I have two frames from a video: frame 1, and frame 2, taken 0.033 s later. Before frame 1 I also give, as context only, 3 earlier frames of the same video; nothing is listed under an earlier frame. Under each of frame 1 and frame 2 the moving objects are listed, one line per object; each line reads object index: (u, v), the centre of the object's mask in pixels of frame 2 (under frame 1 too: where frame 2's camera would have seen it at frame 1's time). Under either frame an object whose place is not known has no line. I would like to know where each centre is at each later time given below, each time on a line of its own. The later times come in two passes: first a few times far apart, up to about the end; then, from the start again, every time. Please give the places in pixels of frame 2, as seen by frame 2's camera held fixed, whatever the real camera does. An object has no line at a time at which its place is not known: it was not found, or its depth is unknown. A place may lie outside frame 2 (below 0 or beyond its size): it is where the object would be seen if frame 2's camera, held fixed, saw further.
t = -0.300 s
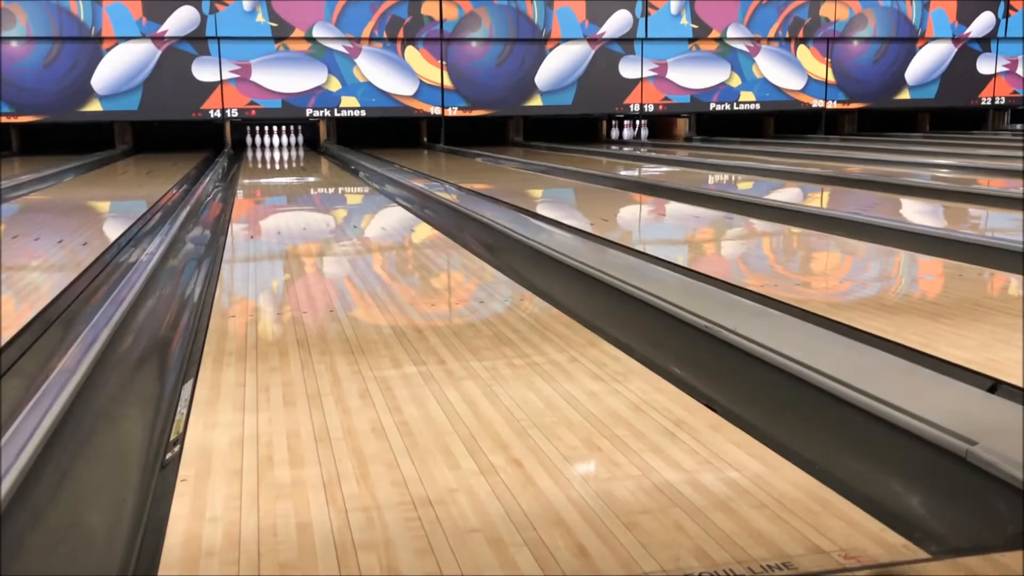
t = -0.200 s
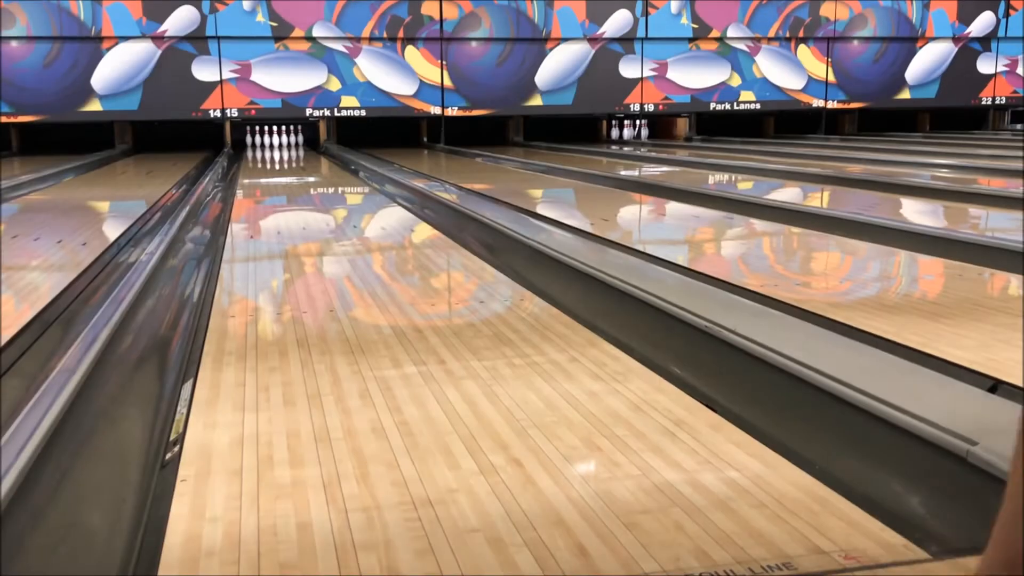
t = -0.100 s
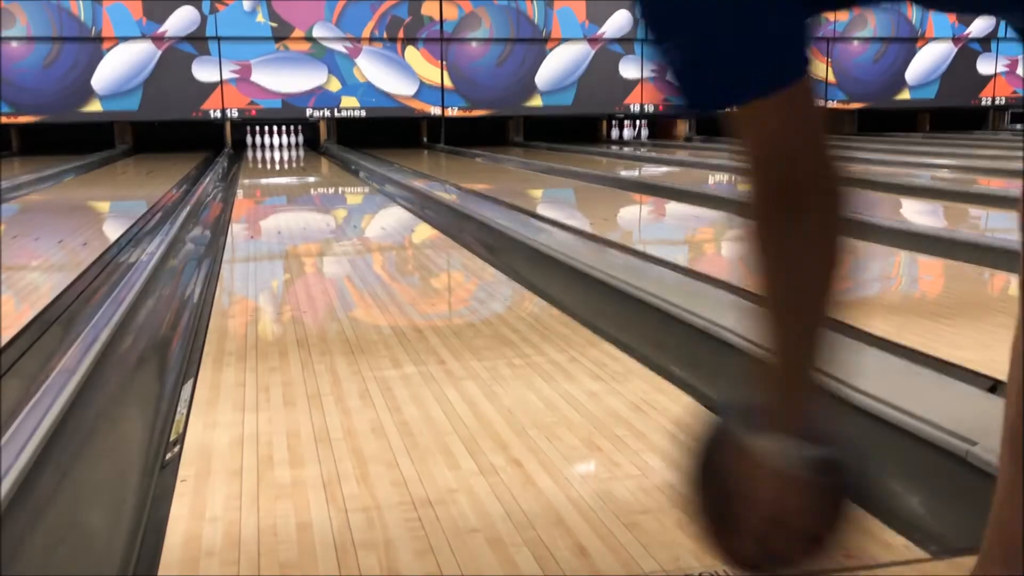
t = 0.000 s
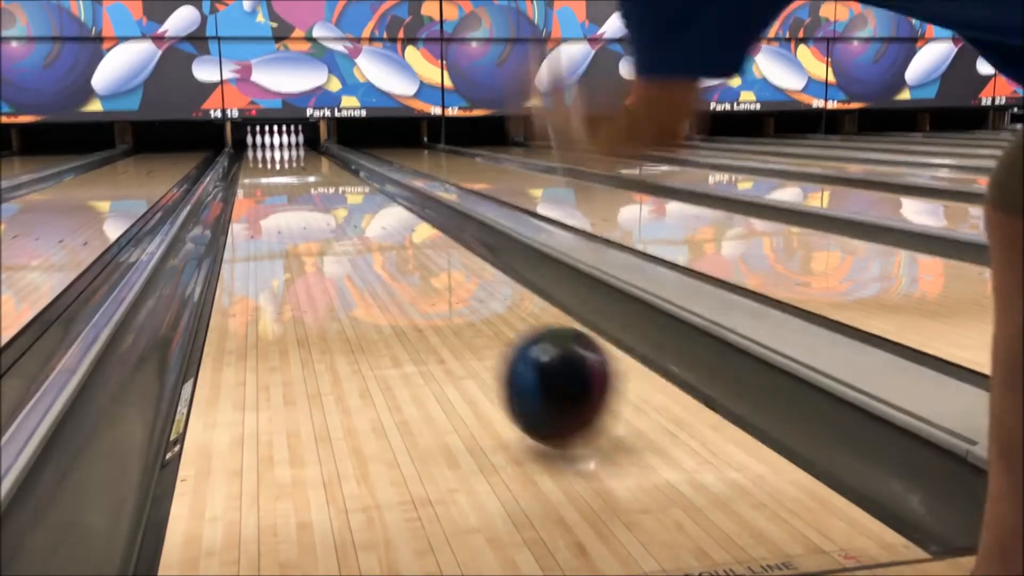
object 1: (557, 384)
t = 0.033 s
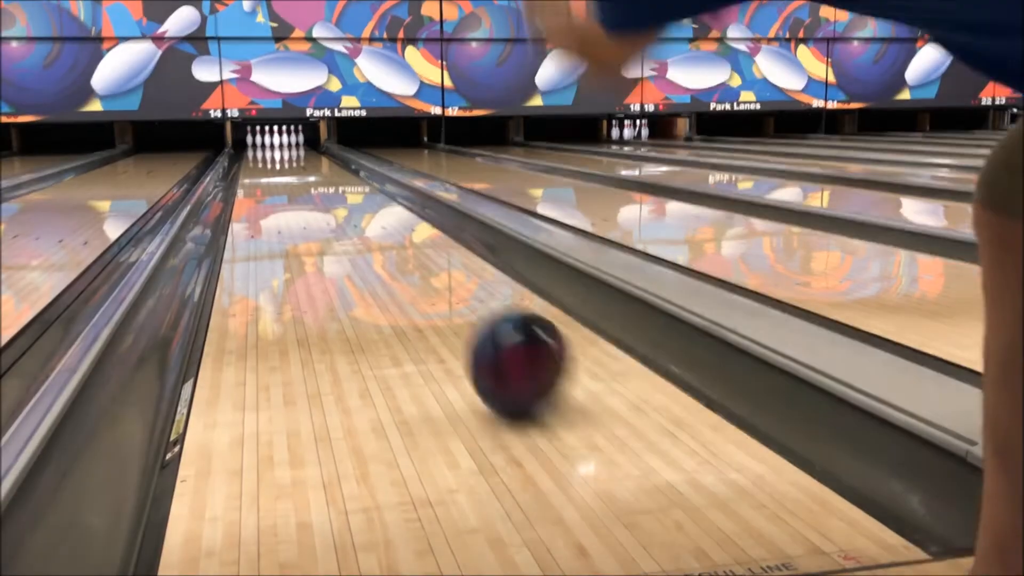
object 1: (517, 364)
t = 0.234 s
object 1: (392, 266)
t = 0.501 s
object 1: (325, 213)
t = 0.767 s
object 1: (293, 188)
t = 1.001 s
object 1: (276, 175)
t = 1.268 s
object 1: (263, 163)
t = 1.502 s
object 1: (257, 158)
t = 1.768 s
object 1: (254, 152)
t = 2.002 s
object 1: (256, 148)
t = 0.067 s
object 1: (487, 337)
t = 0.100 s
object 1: (462, 320)
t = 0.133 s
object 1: (440, 301)
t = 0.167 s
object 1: (422, 289)
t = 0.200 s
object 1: (406, 276)
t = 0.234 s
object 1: (392, 266)
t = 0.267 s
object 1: (380, 257)
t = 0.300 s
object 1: (370, 249)
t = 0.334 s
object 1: (360, 241)
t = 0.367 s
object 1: (351, 235)
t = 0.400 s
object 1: (344, 228)
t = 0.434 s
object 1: (337, 223)
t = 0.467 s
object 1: (331, 218)
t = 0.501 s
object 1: (325, 213)
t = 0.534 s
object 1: (320, 209)
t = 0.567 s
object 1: (315, 205)
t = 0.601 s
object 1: (311, 202)
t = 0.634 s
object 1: (306, 198)
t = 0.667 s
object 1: (303, 195)
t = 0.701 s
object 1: (299, 192)
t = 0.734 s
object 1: (296, 190)
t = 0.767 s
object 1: (293, 188)
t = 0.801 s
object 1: (290, 186)
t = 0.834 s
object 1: (288, 184)
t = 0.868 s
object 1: (285, 182)
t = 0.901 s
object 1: (283, 180)
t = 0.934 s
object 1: (280, 178)
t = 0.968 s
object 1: (278, 176)
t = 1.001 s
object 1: (276, 175)
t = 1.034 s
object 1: (275, 173)
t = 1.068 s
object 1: (272, 172)
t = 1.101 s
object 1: (271, 171)
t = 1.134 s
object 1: (269, 169)
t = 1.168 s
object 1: (268, 168)
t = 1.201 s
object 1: (266, 167)
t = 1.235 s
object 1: (265, 165)
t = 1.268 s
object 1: (263, 163)
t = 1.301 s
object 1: (262, 162)
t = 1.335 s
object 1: (261, 161)
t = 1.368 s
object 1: (261, 161)
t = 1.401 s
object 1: (260, 160)
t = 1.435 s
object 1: (259, 159)
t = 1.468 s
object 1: (258, 158)
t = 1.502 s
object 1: (257, 158)
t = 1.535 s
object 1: (256, 157)
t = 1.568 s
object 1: (255, 155)
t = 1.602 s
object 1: (255, 156)
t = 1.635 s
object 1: (255, 154)
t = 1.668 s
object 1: (255, 154)
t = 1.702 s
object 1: (255, 153)
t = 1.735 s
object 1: (253, 153)
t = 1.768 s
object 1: (254, 152)
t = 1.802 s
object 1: (255, 152)
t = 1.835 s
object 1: (255, 151)
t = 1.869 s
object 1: (254, 151)
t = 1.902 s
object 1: (255, 150)
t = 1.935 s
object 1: (256, 149)
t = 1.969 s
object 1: (256, 148)
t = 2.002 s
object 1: (256, 148)
